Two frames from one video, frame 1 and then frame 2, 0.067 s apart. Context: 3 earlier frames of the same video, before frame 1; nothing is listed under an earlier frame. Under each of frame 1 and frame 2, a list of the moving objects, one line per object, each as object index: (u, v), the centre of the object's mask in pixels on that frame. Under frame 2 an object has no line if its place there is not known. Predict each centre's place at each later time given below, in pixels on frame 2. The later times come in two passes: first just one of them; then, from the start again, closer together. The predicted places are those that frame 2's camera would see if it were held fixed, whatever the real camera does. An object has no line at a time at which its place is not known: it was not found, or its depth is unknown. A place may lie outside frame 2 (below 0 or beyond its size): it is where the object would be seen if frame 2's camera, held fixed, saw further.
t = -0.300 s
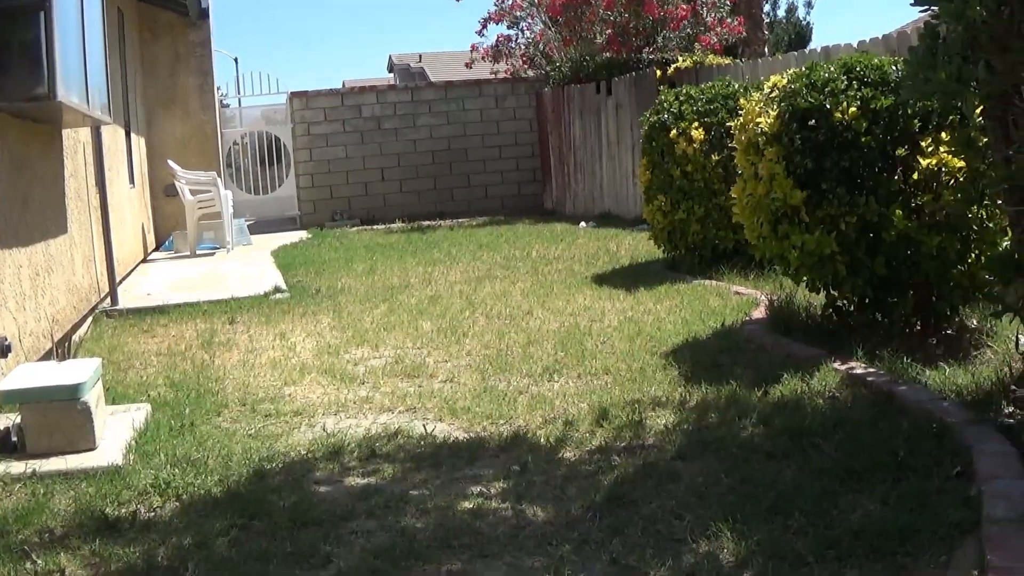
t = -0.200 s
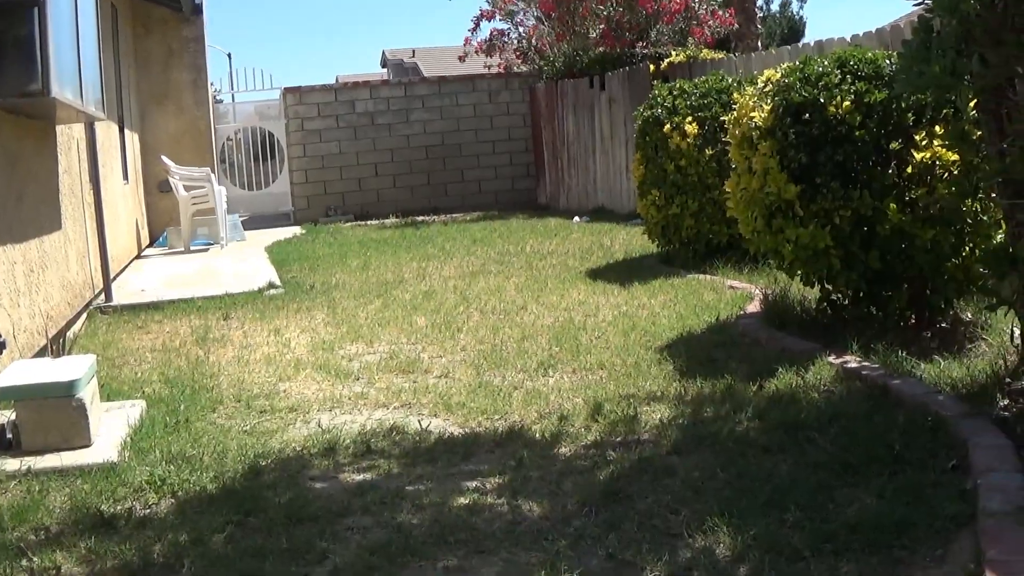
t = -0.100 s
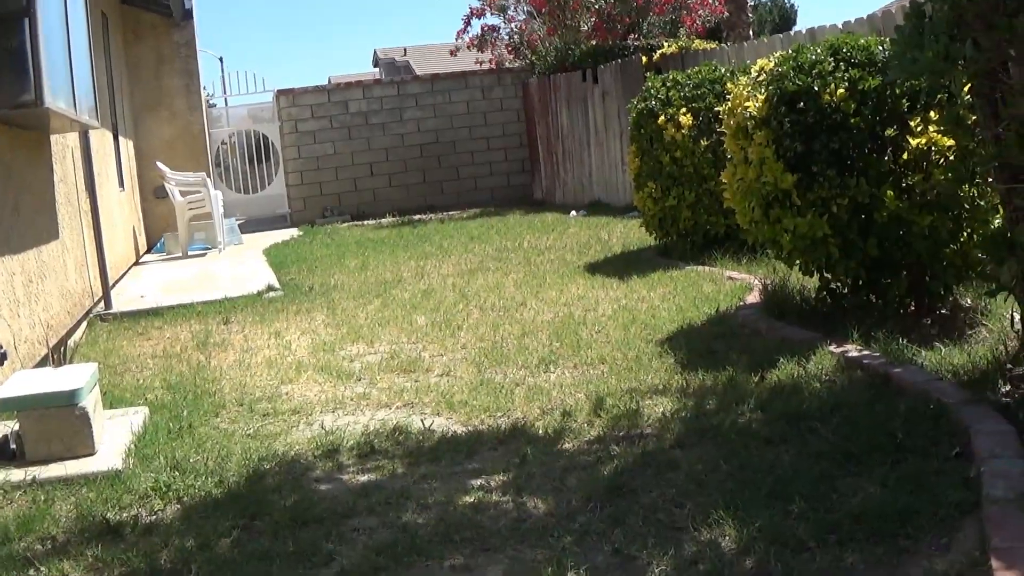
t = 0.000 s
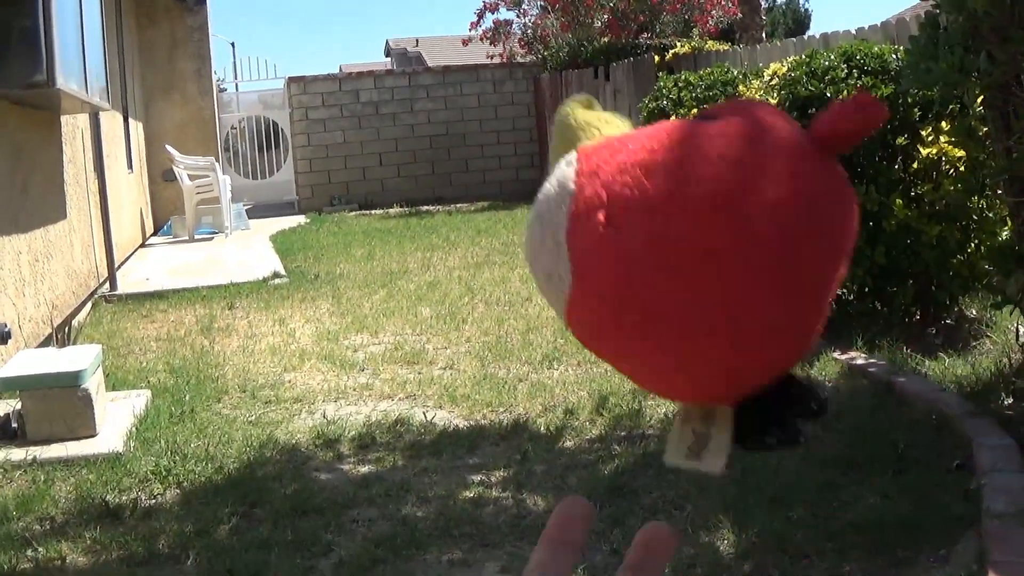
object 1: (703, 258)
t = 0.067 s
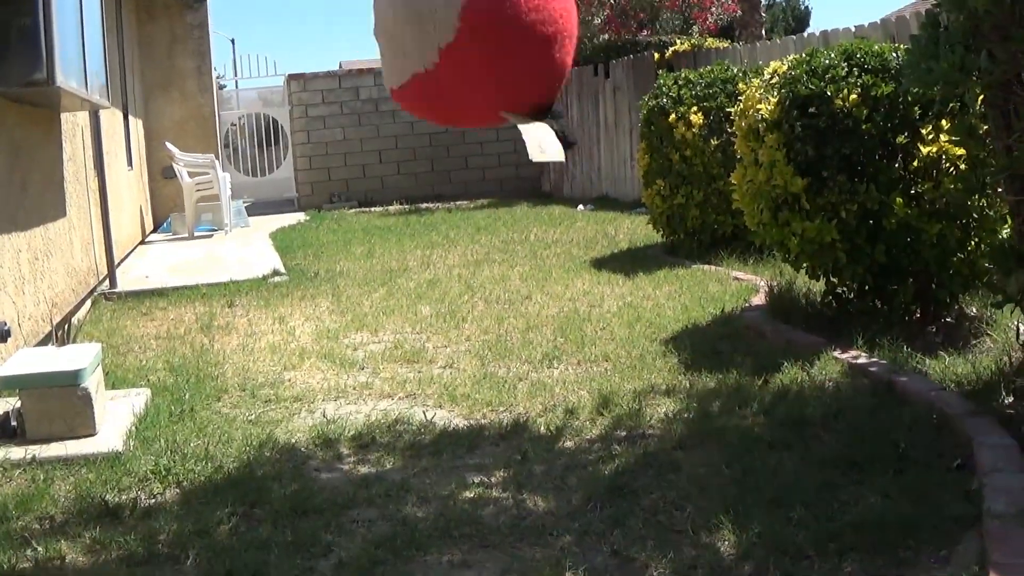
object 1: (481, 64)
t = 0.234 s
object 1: (300, 26)
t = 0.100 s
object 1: (423, 38)
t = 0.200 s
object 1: (327, 24)
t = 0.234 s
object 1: (300, 26)
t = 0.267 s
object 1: (285, 45)
